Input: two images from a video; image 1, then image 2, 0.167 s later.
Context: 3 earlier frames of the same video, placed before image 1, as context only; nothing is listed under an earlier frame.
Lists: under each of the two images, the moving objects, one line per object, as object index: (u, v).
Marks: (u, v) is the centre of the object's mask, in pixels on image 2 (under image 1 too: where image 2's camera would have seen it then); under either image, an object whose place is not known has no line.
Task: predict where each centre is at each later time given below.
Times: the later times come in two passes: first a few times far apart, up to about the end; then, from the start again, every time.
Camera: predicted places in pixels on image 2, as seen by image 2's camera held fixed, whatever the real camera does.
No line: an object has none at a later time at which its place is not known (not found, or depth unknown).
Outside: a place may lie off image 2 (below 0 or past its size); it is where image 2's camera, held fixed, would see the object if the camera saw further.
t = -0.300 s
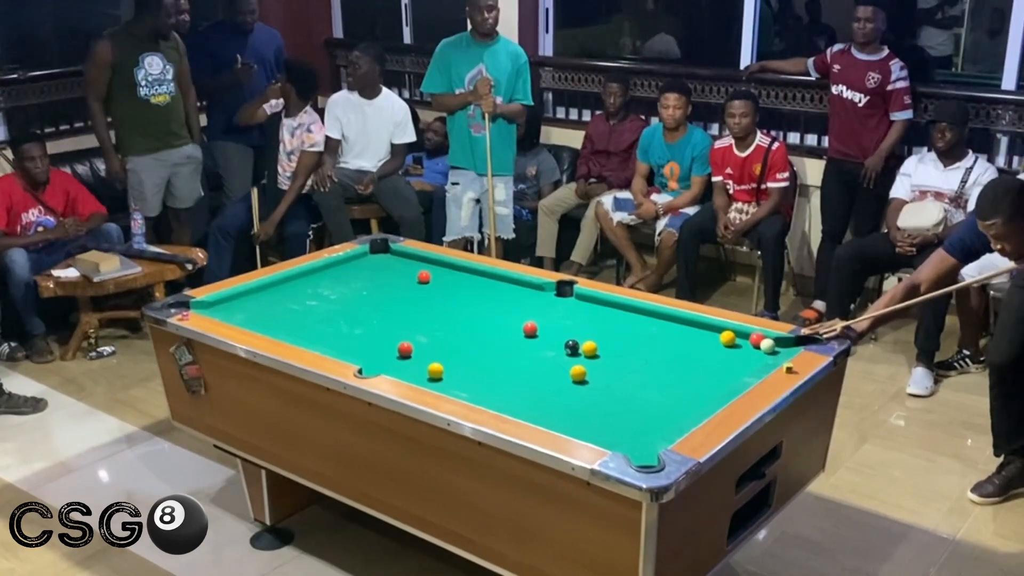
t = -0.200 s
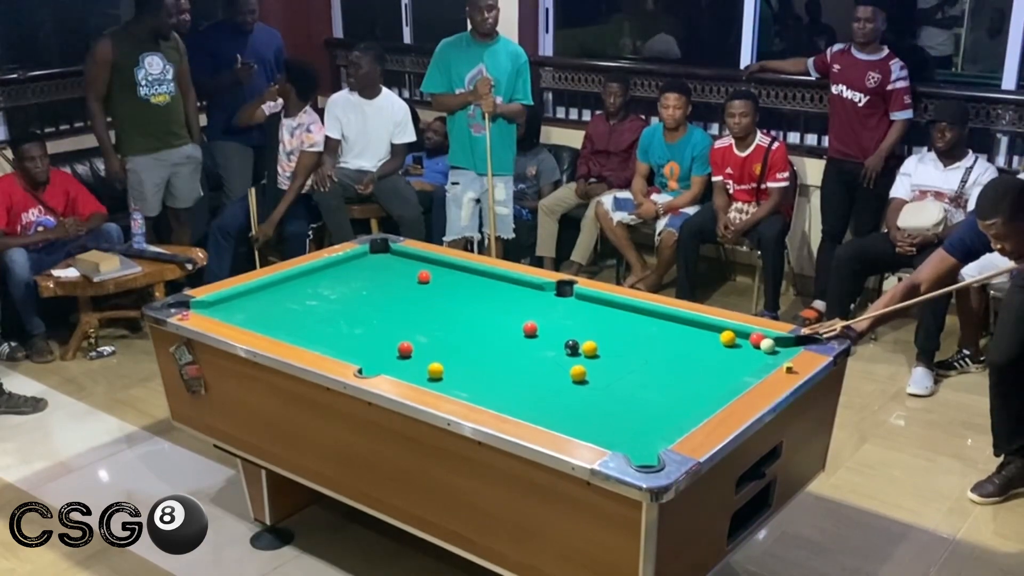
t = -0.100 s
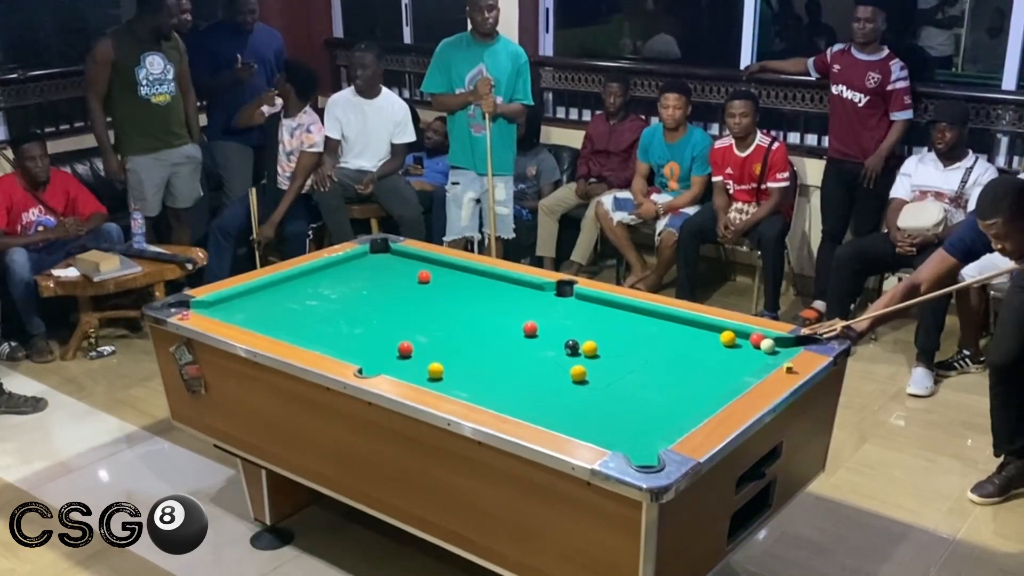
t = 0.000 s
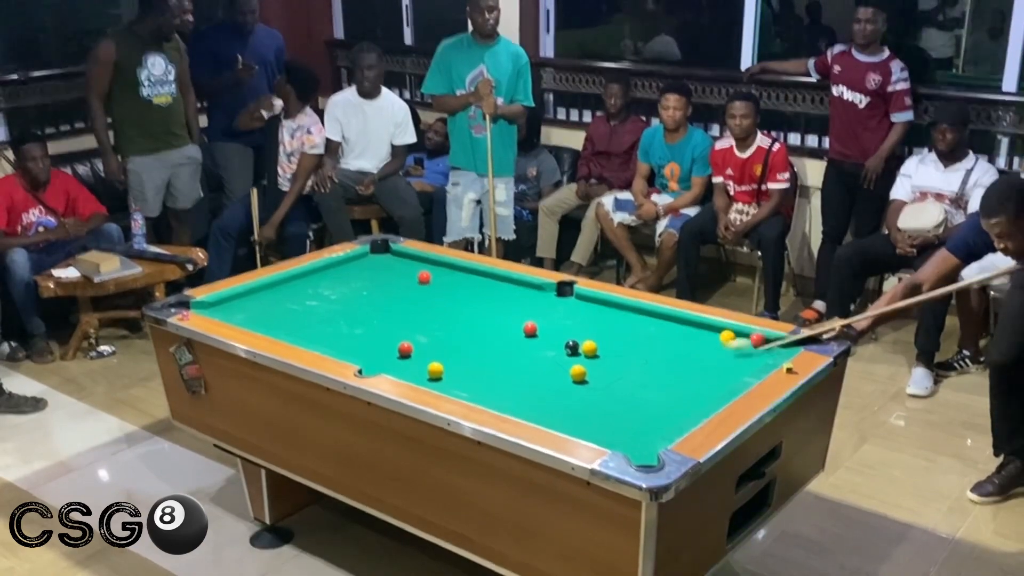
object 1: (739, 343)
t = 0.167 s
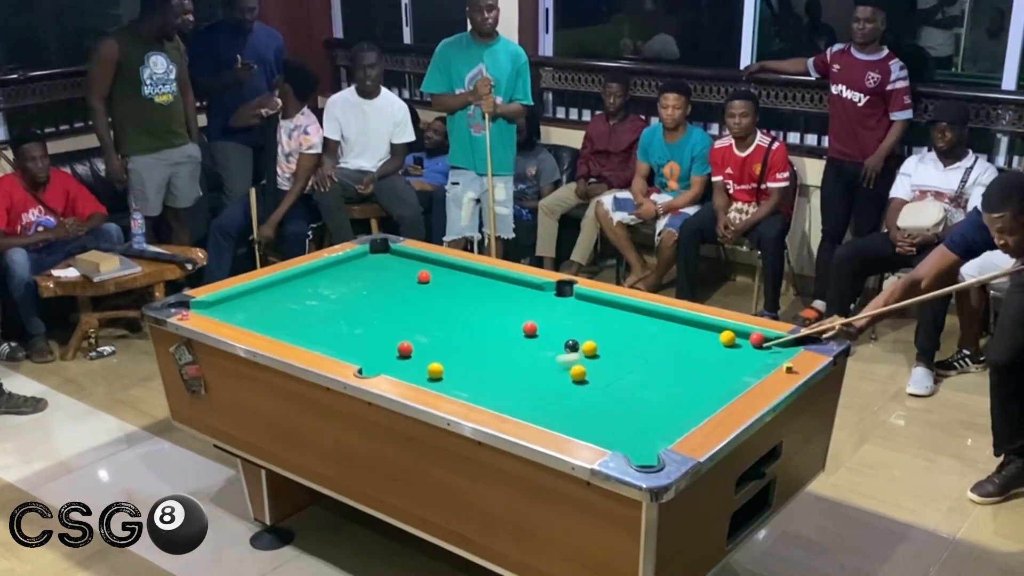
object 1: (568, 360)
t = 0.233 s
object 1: (506, 365)
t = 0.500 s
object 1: (459, 370)
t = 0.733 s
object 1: (465, 370)
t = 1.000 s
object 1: (470, 370)
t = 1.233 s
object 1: (470, 370)
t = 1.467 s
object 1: (470, 370)
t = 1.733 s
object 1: (471, 370)
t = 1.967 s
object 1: (470, 369)
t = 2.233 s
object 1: (471, 370)
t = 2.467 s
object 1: (471, 369)
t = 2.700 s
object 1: (471, 370)
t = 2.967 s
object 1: (471, 369)
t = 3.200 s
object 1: (471, 369)
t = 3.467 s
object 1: (471, 370)
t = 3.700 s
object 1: (470, 369)
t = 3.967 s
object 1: (470, 369)
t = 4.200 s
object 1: (470, 369)
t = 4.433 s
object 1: (470, 369)
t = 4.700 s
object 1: (470, 369)
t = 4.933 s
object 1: (470, 369)
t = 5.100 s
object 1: (470, 369)
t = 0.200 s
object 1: (538, 361)
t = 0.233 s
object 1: (506, 365)
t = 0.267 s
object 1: (476, 367)
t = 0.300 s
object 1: (452, 371)
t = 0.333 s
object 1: (453, 370)
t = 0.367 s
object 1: (454, 370)
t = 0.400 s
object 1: (455, 370)
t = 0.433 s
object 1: (456, 370)
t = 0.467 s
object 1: (458, 370)
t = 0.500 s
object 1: (459, 370)
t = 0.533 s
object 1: (460, 370)
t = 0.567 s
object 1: (461, 370)
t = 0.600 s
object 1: (461, 370)
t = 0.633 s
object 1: (462, 370)
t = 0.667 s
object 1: (463, 369)
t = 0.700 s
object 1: (464, 370)
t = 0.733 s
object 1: (465, 370)
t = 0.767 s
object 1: (465, 370)
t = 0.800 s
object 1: (466, 370)
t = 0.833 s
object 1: (467, 370)
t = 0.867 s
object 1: (468, 370)
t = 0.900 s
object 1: (468, 370)
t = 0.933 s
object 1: (469, 369)
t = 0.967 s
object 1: (469, 370)
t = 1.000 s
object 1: (470, 370)
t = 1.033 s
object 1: (469, 370)
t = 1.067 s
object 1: (470, 369)
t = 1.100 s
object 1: (470, 369)
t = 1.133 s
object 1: (470, 370)
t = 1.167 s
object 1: (470, 370)
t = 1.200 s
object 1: (470, 370)
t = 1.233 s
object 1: (470, 370)
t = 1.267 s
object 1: (470, 370)
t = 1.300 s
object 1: (471, 370)
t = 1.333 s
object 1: (471, 369)
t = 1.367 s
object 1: (471, 370)
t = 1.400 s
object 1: (471, 370)
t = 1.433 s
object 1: (471, 370)
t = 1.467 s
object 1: (470, 370)
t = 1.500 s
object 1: (470, 370)
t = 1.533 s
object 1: (470, 370)
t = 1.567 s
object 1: (471, 370)
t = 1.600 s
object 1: (471, 370)
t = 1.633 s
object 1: (471, 370)
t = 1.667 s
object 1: (470, 370)
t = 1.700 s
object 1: (471, 370)
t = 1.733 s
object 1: (471, 370)
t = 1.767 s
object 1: (471, 370)
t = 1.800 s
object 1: (471, 370)
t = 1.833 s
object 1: (471, 370)
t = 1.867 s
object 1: (471, 369)
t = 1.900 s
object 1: (471, 369)
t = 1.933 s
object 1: (470, 369)
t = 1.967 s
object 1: (470, 369)
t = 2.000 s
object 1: (470, 369)
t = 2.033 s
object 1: (470, 369)
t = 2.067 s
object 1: (470, 369)
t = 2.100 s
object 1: (470, 369)
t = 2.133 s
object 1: (470, 369)
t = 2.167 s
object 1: (470, 369)
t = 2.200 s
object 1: (471, 370)
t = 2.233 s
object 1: (471, 370)
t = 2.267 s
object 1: (471, 369)
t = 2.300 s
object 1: (471, 369)
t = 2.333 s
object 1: (471, 369)
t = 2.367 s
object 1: (471, 369)
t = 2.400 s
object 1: (471, 369)
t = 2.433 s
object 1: (471, 369)
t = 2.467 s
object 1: (471, 369)
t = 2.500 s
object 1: (471, 369)
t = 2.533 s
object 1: (471, 369)
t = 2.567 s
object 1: (471, 369)
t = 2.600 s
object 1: (471, 369)
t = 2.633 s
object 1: (471, 370)
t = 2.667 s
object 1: (471, 369)
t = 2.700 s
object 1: (471, 370)
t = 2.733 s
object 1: (471, 369)
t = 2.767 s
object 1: (471, 369)
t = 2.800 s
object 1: (471, 369)
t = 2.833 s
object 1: (471, 369)
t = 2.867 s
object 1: (471, 369)
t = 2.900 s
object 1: (471, 369)
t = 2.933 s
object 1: (470, 370)
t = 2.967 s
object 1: (471, 369)
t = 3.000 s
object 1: (471, 370)
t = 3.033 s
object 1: (471, 370)
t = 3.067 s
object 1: (470, 370)
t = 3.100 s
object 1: (471, 370)
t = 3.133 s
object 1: (471, 370)
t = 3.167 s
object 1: (471, 370)
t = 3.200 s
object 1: (471, 369)
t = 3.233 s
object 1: (470, 369)
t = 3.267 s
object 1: (470, 369)
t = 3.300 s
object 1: (470, 369)
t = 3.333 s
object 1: (470, 369)
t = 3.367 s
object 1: (471, 370)
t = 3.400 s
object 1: (471, 370)
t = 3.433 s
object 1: (471, 369)
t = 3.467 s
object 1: (471, 370)
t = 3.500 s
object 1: (470, 369)
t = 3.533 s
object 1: (470, 369)
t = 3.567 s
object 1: (470, 369)
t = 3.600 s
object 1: (470, 369)
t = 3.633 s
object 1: (470, 369)
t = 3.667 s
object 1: (470, 369)
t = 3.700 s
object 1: (470, 369)
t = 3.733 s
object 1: (470, 369)
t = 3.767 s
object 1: (470, 370)
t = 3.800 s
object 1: (470, 370)
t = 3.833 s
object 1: (470, 370)
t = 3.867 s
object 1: (470, 370)
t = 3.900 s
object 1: (470, 369)
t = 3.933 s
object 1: (470, 369)
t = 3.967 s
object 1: (470, 369)
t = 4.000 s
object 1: (470, 369)
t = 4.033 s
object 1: (470, 369)
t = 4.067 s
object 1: (470, 369)
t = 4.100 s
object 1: (470, 369)
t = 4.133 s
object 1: (470, 369)
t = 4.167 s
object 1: (470, 369)
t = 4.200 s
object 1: (470, 369)
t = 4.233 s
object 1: (471, 369)
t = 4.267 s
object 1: (471, 369)
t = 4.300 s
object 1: (471, 369)
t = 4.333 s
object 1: (470, 370)
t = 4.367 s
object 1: (470, 369)
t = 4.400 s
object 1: (470, 369)
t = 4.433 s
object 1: (470, 369)
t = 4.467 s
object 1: (470, 369)
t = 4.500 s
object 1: (470, 369)
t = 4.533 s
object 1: (470, 369)
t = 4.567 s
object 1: (470, 370)
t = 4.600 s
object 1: (470, 370)
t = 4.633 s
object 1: (470, 369)
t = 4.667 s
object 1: (470, 369)
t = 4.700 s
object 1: (470, 369)
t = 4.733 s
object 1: (470, 369)
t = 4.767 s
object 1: (470, 369)
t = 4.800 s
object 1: (470, 370)
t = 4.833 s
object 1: (470, 370)
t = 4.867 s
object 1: (470, 370)
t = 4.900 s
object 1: (470, 370)
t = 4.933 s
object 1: (470, 369)
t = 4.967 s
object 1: (470, 369)
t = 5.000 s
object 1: (470, 369)
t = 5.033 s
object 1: (470, 369)
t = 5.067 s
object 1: (470, 369)
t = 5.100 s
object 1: (470, 369)
